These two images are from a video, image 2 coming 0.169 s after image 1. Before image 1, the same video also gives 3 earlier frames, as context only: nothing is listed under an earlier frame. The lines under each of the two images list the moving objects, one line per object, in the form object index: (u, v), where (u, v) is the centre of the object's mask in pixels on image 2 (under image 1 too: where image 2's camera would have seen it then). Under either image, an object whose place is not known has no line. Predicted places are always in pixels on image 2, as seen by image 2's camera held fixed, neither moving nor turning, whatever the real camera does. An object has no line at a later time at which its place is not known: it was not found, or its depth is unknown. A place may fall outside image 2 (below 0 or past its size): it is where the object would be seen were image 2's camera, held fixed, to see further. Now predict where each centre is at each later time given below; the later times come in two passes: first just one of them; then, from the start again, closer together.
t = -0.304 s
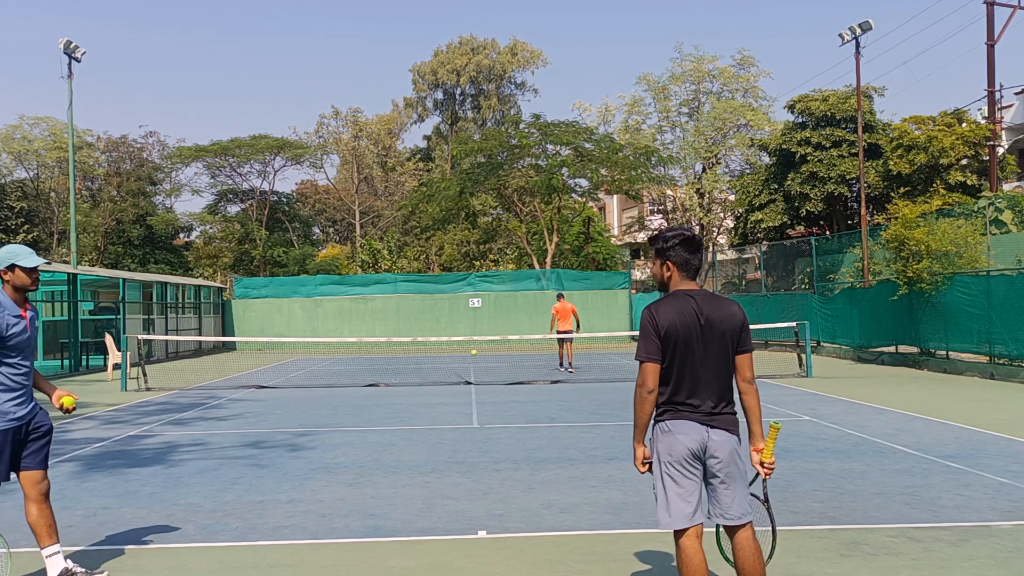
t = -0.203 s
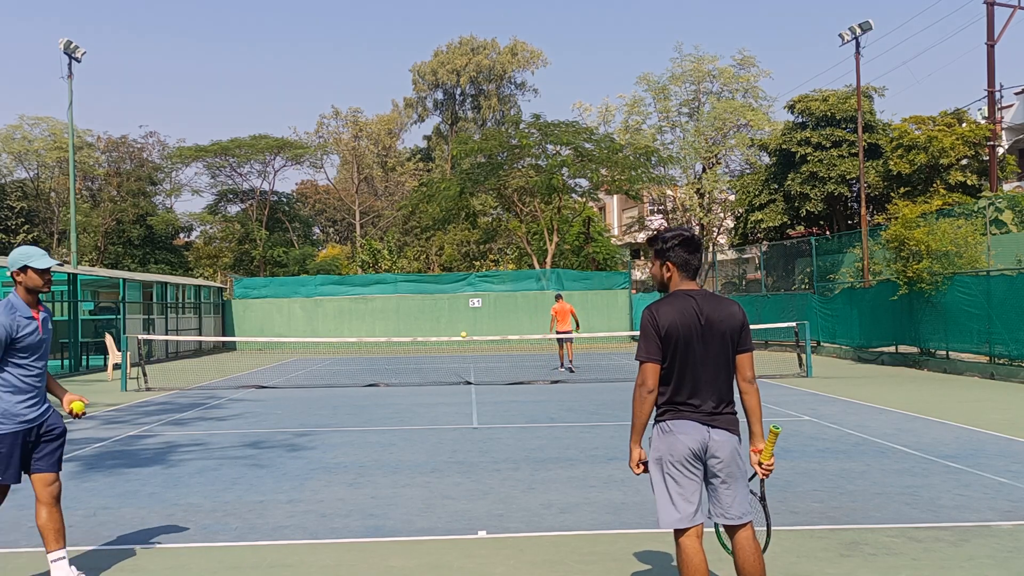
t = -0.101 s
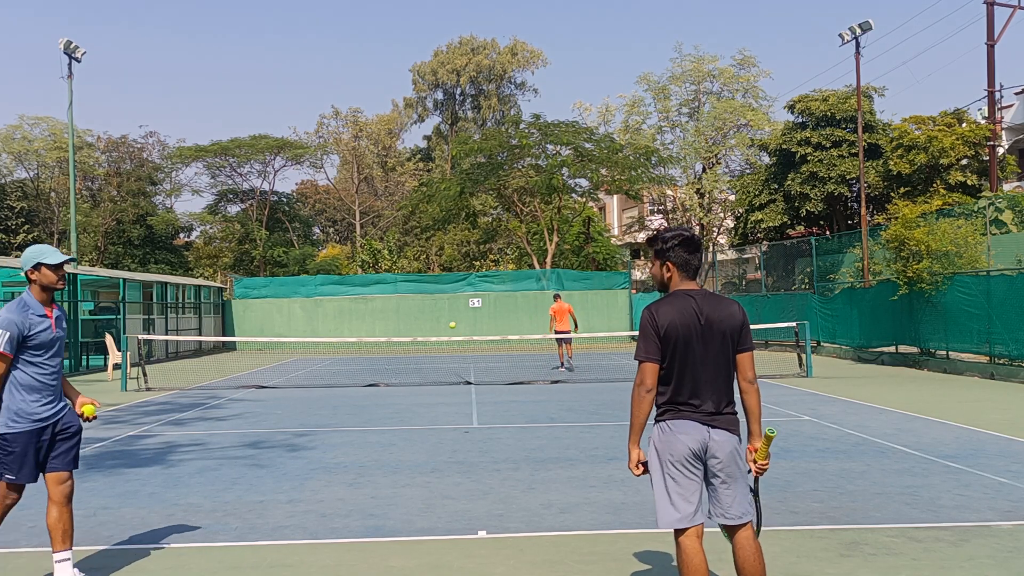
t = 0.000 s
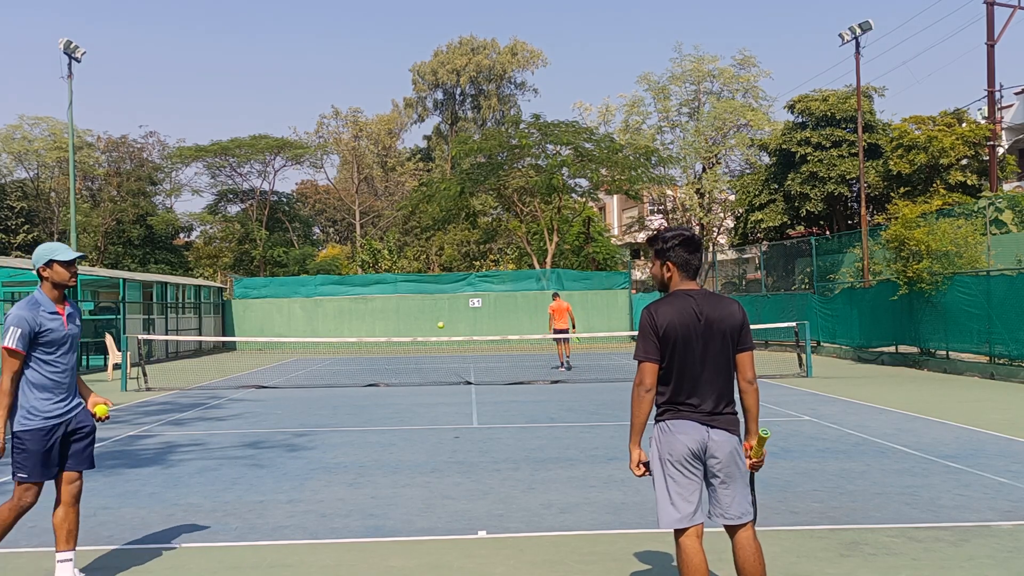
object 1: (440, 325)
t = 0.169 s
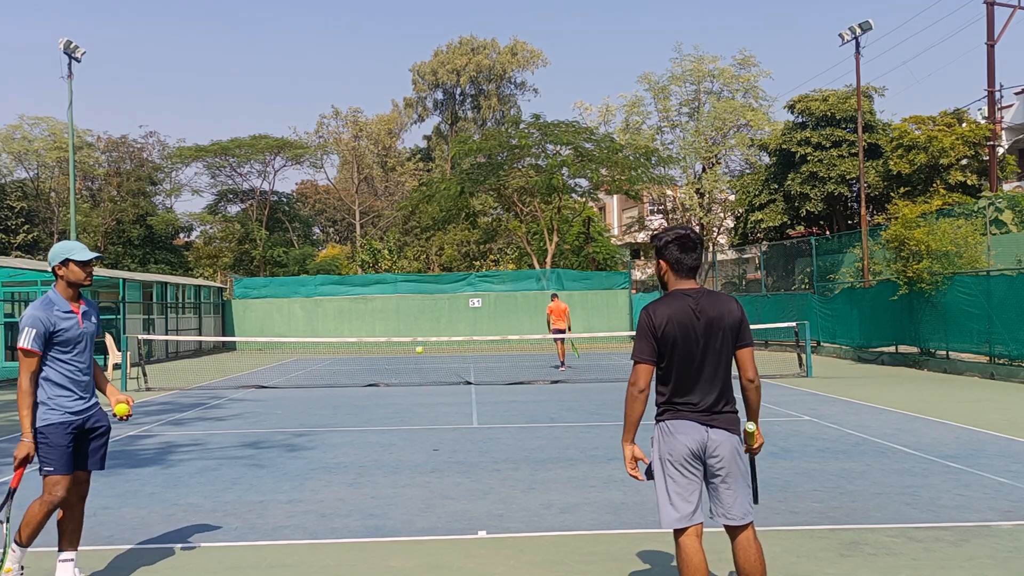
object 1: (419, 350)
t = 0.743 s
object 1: (314, 408)
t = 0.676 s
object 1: (330, 418)
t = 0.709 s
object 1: (322, 412)
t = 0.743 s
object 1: (314, 408)
